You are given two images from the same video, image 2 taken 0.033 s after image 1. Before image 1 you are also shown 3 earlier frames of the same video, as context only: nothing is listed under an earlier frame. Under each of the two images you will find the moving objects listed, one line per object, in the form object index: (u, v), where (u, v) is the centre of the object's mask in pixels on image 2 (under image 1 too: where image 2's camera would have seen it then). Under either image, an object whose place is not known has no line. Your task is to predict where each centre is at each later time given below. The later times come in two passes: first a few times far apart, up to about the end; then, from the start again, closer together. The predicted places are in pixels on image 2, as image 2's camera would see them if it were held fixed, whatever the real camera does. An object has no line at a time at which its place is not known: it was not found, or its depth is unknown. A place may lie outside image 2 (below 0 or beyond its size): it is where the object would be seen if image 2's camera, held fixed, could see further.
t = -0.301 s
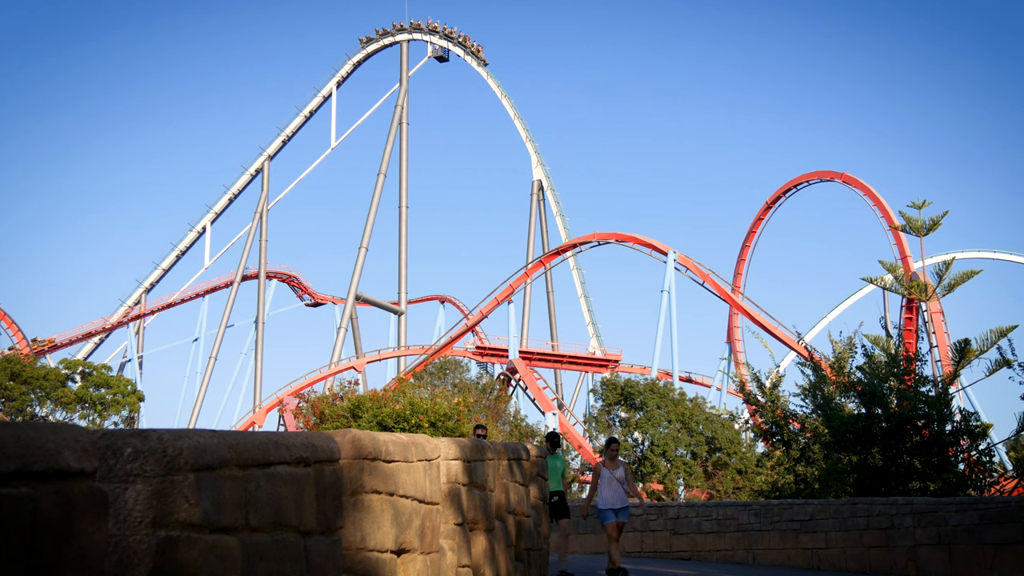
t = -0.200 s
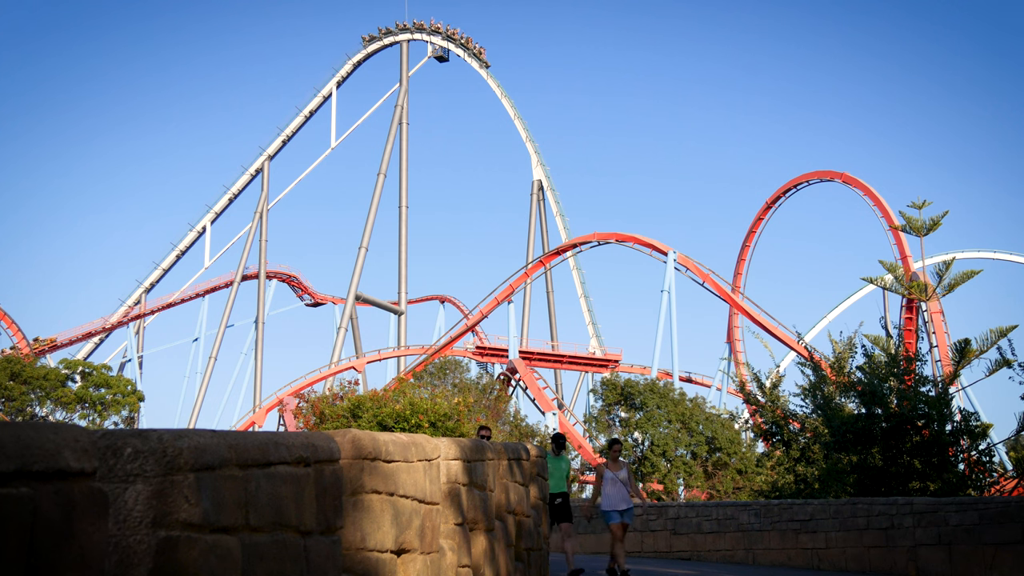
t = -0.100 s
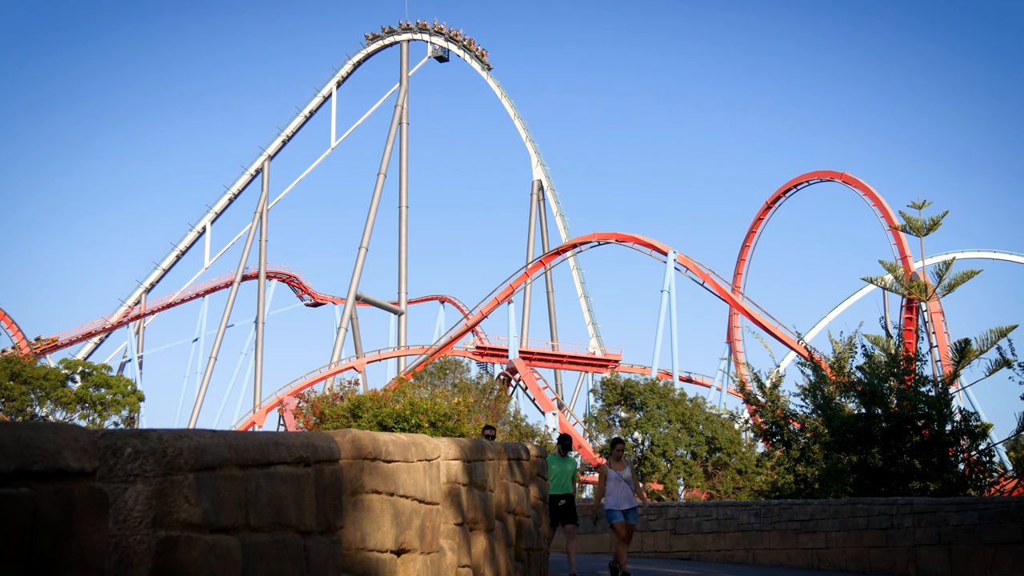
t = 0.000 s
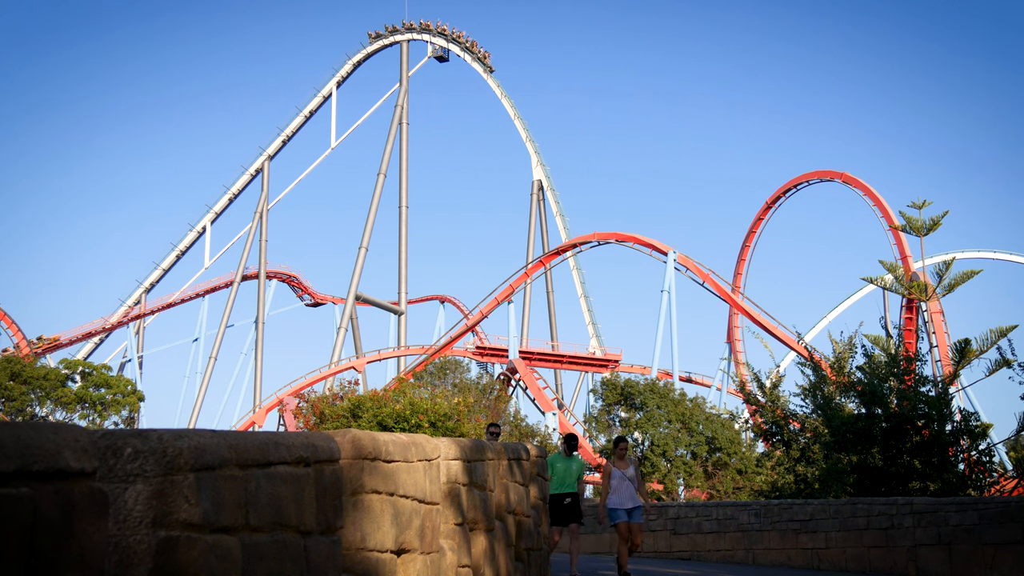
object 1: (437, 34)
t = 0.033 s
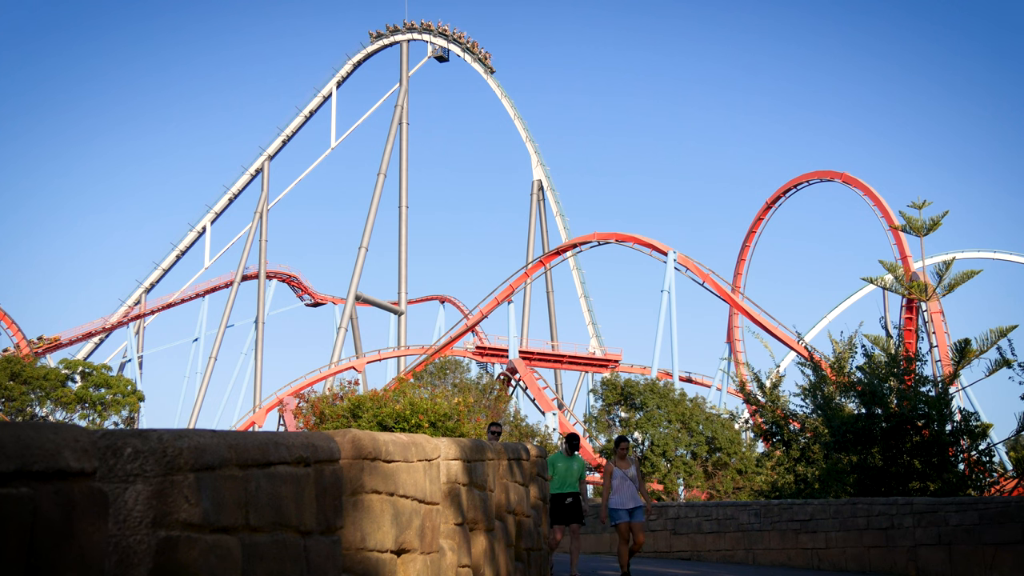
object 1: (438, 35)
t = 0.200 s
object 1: (443, 38)
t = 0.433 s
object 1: (451, 41)
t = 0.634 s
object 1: (459, 46)
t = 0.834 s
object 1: (467, 51)
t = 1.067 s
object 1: (478, 59)
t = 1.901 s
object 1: (523, 115)
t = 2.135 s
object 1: (536, 140)
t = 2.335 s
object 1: (547, 163)
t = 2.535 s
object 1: (554, 179)
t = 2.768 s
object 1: (572, 229)
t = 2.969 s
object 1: (584, 267)
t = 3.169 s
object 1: (594, 300)
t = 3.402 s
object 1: (598, 311)
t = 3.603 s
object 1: (606, 337)
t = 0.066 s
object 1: (438, 35)
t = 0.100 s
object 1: (440, 36)
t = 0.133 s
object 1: (442, 37)
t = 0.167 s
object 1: (443, 38)
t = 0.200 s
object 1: (443, 38)
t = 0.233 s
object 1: (445, 38)
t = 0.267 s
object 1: (445, 38)
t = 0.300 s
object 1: (446, 39)
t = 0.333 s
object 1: (447, 39)
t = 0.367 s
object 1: (449, 40)
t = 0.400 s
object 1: (451, 41)
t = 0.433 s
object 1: (451, 41)
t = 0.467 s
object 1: (452, 42)
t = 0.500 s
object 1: (454, 43)
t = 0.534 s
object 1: (455, 43)
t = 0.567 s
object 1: (456, 44)
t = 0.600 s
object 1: (458, 45)
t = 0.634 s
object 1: (459, 46)
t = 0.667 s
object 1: (462, 46)
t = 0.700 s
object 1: (462, 47)
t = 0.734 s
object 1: (463, 48)
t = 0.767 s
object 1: (465, 49)
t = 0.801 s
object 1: (466, 50)
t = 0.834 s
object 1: (467, 51)
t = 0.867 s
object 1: (469, 52)
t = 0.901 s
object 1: (470, 53)
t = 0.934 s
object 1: (471, 54)
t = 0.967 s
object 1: (473, 55)
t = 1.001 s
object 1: (475, 56)
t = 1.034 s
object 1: (477, 58)
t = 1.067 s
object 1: (478, 59)
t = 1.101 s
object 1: (480, 60)
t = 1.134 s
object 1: (482, 62)
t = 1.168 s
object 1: (483, 64)
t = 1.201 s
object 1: (485, 65)
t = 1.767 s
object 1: (516, 104)
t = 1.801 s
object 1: (518, 106)
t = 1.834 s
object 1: (519, 109)
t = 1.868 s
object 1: (521, 112)
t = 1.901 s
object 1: (523, 115)
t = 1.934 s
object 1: (525, 119)
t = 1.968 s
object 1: (527, 122)
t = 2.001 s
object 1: (528, 125)
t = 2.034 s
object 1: (530, 128)
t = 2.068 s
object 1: (532, 132)
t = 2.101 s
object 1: (534, 136)
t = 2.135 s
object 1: (536, 140)
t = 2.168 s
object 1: (538, 144)
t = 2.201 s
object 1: (540, 147)
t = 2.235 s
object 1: (542, 152)
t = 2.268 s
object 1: (544, 156)
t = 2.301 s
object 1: (545, 159)
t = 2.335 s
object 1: (547, 163)
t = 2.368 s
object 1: (548, 165)
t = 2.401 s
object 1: (550, 168)
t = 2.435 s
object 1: (551, 171)
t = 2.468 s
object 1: (552, 174)
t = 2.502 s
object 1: (553, 176)
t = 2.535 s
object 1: (554, 179)
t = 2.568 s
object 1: (559, 195)
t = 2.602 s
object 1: (561, 200)
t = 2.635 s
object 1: (563, 205)
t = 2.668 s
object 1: (565, 211)
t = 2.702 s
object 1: (568, 217)
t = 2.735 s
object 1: (570, 223)
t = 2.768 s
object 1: (572, 229)
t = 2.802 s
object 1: (574, 236)
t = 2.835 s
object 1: (578, 248)
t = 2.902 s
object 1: (580, 255)
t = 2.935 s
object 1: (582, 262)
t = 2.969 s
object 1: (584, 267)
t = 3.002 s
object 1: (585, 272)
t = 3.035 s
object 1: (587, 278)
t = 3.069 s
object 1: (589, 282)
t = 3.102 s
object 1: (590, 286)
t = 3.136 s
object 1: (594, 300)
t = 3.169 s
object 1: (594, 300)
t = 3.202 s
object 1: (594, 300)
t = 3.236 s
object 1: (594, 300)
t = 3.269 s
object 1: (594, 301)
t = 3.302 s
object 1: (595, 302)
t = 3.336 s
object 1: (596, 306)
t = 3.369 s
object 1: (597, 310)
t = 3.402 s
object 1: (598, 311)
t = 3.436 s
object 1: (599, 317)
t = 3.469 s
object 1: (600, 321)
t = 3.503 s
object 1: (602, 324)
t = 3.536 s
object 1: (603, 329)
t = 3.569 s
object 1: (603, 331)
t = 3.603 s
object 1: (606, 337)
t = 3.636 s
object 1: (607, 341)
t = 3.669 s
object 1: (608, 344)
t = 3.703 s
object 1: (611, 349)
